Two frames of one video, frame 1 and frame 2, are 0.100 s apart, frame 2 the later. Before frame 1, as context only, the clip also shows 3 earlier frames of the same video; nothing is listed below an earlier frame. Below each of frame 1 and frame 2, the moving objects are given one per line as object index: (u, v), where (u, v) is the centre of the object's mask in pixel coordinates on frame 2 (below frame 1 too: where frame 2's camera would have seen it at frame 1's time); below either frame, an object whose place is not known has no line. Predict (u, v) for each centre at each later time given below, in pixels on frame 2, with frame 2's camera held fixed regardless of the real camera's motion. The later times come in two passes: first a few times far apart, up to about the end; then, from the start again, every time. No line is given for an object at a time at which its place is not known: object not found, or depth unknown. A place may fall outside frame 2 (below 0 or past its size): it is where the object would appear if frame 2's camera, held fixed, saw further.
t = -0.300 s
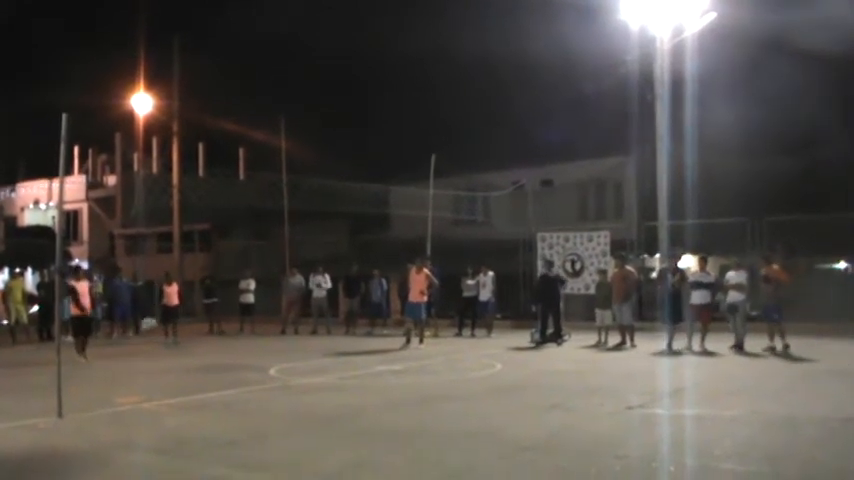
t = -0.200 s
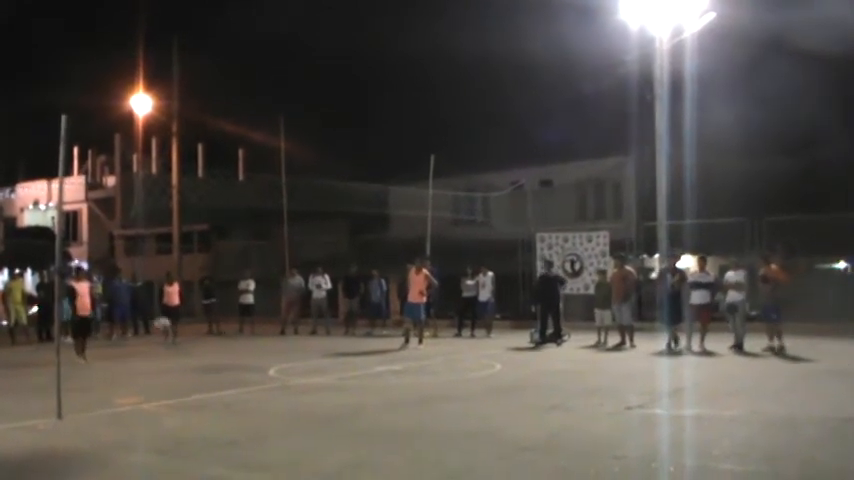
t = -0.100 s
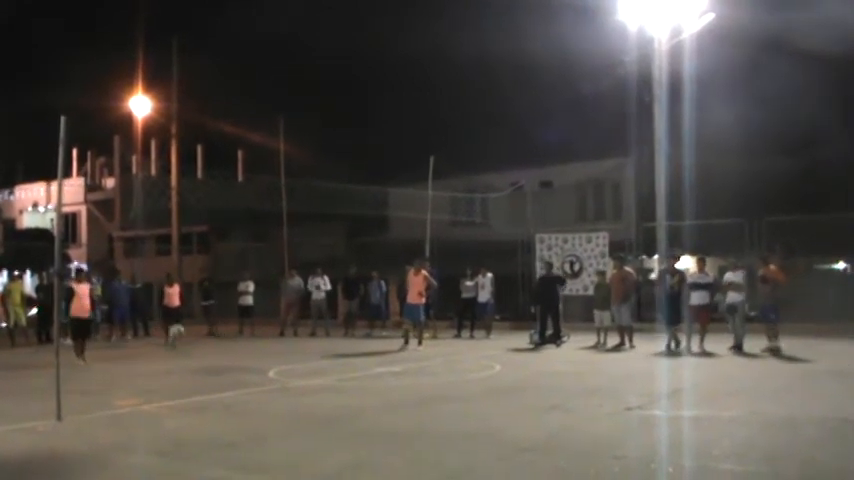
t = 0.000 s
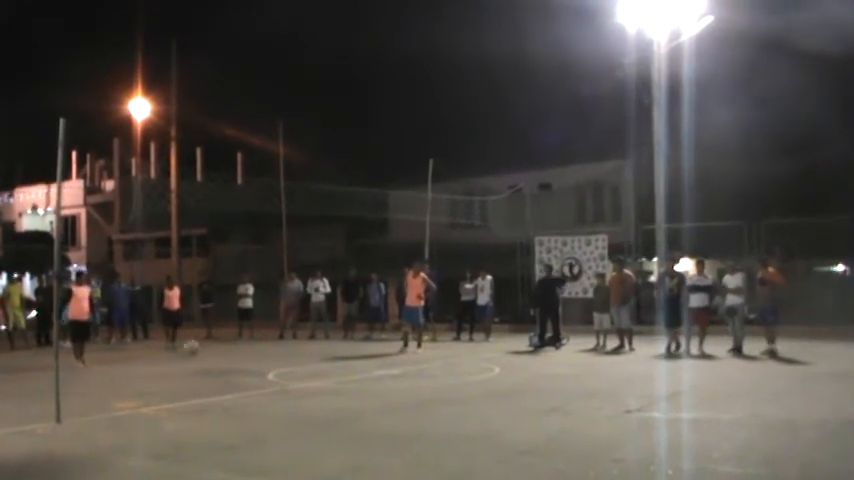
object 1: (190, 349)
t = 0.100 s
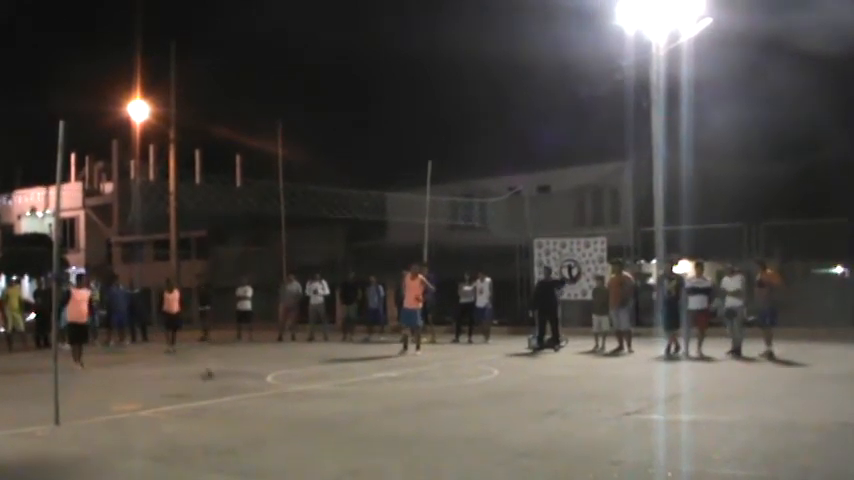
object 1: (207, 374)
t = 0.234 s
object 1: (227, 372)
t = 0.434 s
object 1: (261, 354)
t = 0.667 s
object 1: (306, 375)
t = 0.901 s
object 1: (352, 377)
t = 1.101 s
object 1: (396, 376)
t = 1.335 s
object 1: (453, 403)
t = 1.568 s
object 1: (510, 382)
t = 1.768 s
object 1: (565, 410)
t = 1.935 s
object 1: (614, 401)
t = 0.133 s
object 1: (212, 380)
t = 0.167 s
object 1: (216, 384)
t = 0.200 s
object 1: (222, 377)
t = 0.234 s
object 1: (227, 372)
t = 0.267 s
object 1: (234, 366)
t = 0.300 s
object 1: (239, 362)
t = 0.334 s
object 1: (244, 358)
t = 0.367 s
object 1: (249, 355)
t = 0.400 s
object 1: (256, 354)
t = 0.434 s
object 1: (261, 354)
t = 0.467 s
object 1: (268, 354)
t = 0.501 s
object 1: (274, 355)
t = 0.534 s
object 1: (281, 357)
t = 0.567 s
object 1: (286, 359)
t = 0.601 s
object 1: (293, 364)
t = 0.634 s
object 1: (298, 368)
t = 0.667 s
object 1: (306, 375)
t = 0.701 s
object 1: (311, 382)
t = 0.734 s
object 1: (319, 390)
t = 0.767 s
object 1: (326, 396)
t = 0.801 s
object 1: (332, 392)
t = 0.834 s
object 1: (339, 387)
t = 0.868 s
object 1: (345, 381)
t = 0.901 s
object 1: (352, 377)
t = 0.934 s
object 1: (360, 374)
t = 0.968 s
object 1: (367, 373)
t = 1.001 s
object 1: (375, 373)
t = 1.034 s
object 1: (381, 373)
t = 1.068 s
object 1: (389, 374)
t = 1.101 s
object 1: (396, 376)
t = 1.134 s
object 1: (404, 378)
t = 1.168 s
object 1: (411, 384)
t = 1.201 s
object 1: (420, 388)
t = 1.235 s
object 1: (428, 394)
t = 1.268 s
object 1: (436, 402)
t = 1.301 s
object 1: (444, 409)
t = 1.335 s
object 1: (453, 403)
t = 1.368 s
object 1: (460, 397)
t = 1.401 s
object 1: (468, 391)
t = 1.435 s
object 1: (477, 387)
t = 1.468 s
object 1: (486, 382)
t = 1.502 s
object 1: (493, 382)
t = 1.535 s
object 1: (502, 382)
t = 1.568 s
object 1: (510, 382)
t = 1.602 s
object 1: (519, 384)
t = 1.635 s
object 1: (528, 387)
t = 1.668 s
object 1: (537, 391)
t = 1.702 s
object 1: (546, 396)
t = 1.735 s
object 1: (556, 402)
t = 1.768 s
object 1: (565, 410)
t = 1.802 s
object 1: (574, 419)
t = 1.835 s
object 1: (584, 414)
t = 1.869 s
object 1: (594, 408)
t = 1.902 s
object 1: (603, 404)
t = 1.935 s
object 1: (614, 401)
